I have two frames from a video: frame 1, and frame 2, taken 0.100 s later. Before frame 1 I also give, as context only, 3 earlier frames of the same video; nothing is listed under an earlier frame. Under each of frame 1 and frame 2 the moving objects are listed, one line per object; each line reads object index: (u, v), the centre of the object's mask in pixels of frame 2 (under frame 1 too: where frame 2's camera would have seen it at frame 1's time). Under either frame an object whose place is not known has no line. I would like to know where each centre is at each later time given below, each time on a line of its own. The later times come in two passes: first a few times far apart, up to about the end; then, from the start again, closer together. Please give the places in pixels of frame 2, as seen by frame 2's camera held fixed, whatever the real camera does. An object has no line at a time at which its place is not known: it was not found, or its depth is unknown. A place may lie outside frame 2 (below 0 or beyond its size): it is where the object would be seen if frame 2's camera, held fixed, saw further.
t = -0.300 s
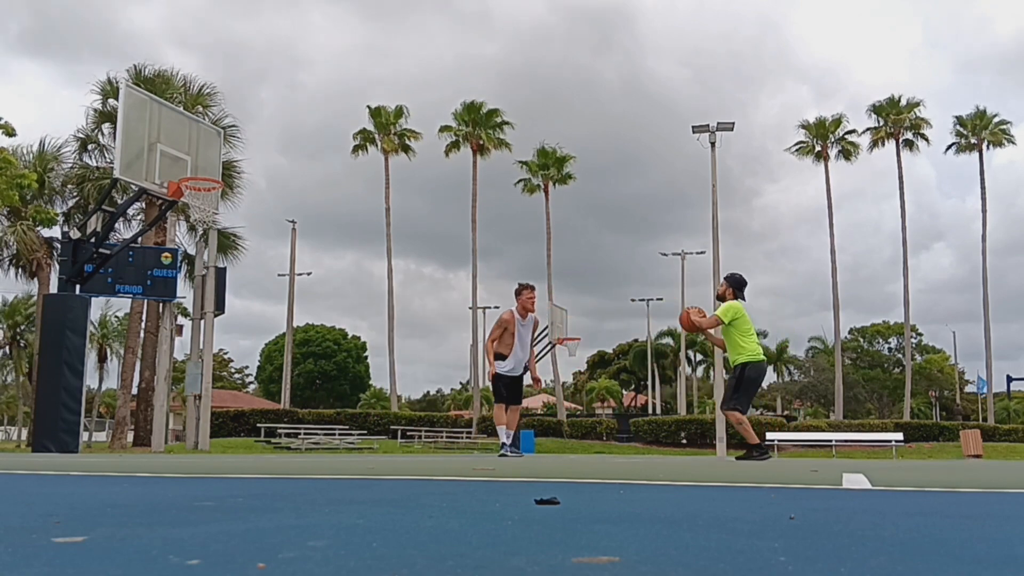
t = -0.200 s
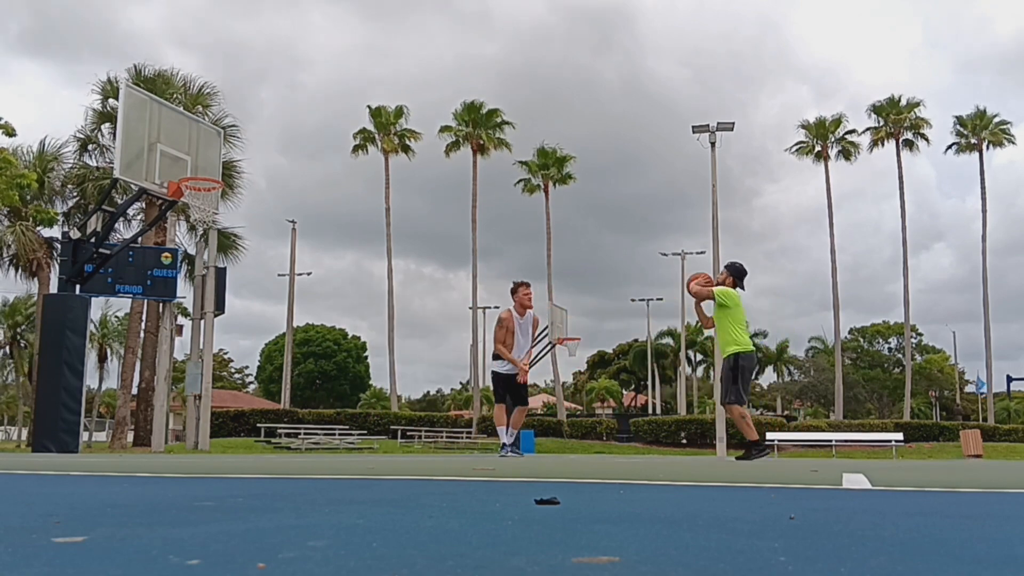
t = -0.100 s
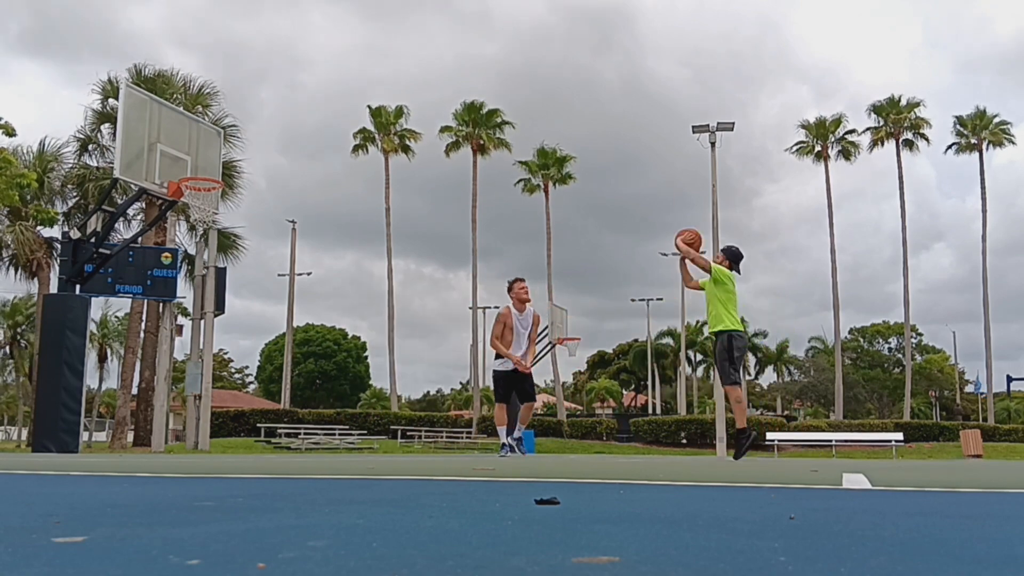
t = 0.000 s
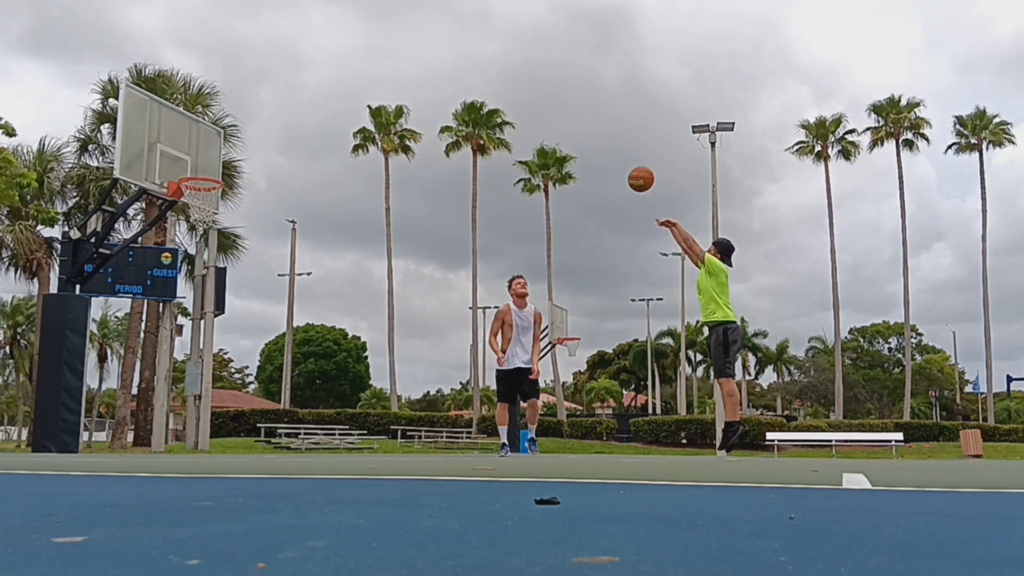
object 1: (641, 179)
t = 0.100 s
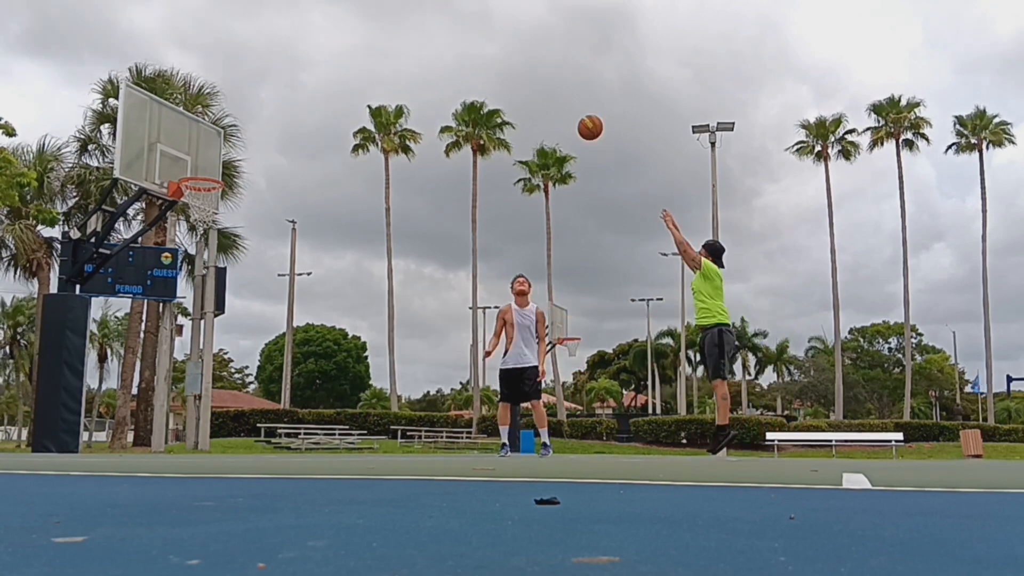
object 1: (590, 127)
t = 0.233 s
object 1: (527, 78)
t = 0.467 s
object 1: (427, 36)
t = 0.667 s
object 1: (349, 41)
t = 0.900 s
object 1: (264, 88)
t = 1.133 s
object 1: (185, 173)
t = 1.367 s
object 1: (256, 116)
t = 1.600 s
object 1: (323, 100)
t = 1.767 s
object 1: (368, 115)
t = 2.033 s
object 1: (437, 183)
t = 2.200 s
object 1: (477, 251)
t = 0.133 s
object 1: (574, 113)
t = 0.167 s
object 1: (558, 100)
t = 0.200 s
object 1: (543, 88)
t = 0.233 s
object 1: (527, 78)
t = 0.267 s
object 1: (512, 68)
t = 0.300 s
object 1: (498, 60)
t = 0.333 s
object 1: (483, 53)
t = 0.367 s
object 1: (469, 48)
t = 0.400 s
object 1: (455, 43)
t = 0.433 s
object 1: (441, 39)
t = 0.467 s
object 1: (427, 36)
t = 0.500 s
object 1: (414, 35)
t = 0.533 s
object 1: (400, 34)
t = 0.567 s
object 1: (387, 34)
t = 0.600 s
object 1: (374, 35)
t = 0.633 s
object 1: (362, 38)
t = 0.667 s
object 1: (349, 41)
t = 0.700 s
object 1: (336, 45)
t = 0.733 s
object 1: (324, 50)
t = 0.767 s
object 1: (312, 56)
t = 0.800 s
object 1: (300, 62)
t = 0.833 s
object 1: (288, 70)
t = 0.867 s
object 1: (276, 79)
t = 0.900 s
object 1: (264, 88)
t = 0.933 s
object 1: (252, 99)
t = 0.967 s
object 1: (241, 110)
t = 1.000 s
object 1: (230, 122)
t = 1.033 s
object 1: (218, 135)
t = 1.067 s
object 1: (206, 149)
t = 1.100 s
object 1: (195, 163)
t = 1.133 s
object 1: (185, 173)
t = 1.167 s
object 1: (195, 166)
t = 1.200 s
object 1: (205, 156)
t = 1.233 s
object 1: (216, 146)
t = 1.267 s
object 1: (226, 137)
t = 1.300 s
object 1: (237, 129)
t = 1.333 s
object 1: (246, 122)
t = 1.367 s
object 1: (256, 116)
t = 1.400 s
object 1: (266, 111)
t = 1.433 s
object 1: (276, 107)
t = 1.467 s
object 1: (285, 104)
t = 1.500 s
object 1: (295, 101)
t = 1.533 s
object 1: (304, 100)
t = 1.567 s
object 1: (314, 99)
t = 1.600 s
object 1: (323, 100)
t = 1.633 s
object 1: (332, 101)
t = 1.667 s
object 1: (341, 103)
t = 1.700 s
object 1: (350, 107)
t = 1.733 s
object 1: (359, 110)
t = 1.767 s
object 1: (368, 115)
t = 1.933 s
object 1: (411, 151)
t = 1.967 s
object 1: (420, 161)
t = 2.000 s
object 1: (428, 171)
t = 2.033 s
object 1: (437, 183)
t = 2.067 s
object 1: (445, 194)
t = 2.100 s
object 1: (453, 207)
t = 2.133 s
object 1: (461, 221)
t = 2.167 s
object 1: (469, 235)
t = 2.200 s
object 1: (477, 251)
